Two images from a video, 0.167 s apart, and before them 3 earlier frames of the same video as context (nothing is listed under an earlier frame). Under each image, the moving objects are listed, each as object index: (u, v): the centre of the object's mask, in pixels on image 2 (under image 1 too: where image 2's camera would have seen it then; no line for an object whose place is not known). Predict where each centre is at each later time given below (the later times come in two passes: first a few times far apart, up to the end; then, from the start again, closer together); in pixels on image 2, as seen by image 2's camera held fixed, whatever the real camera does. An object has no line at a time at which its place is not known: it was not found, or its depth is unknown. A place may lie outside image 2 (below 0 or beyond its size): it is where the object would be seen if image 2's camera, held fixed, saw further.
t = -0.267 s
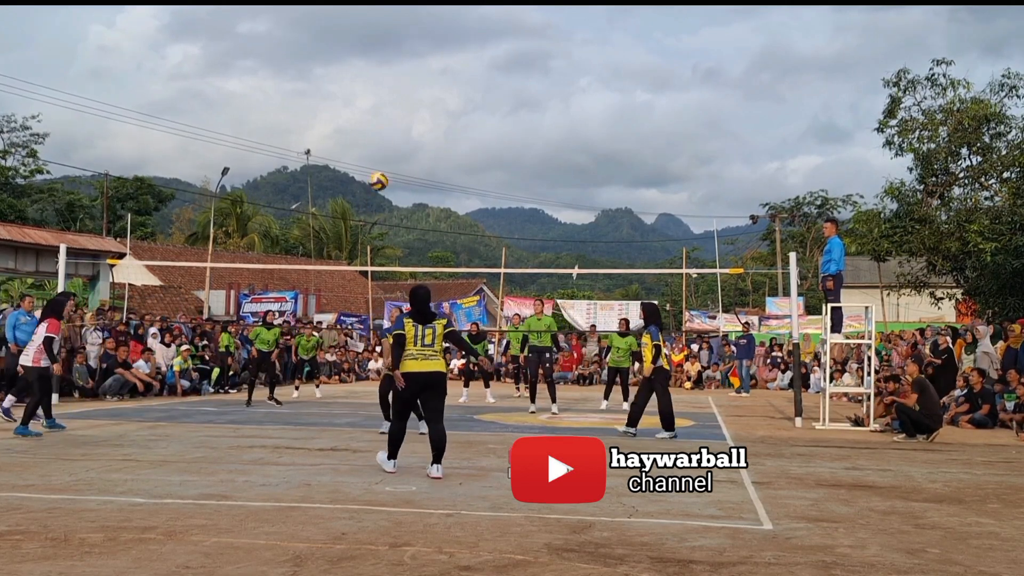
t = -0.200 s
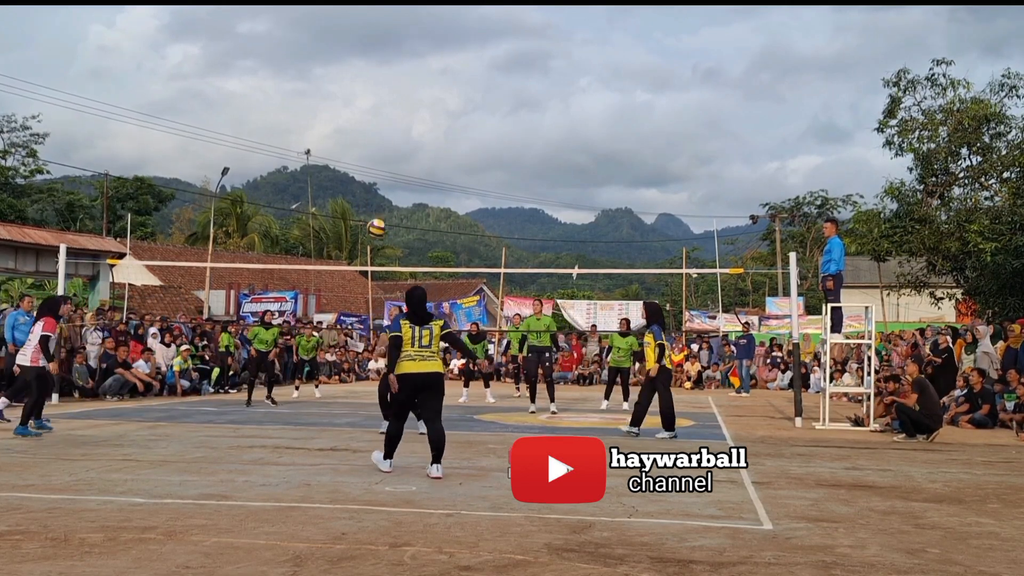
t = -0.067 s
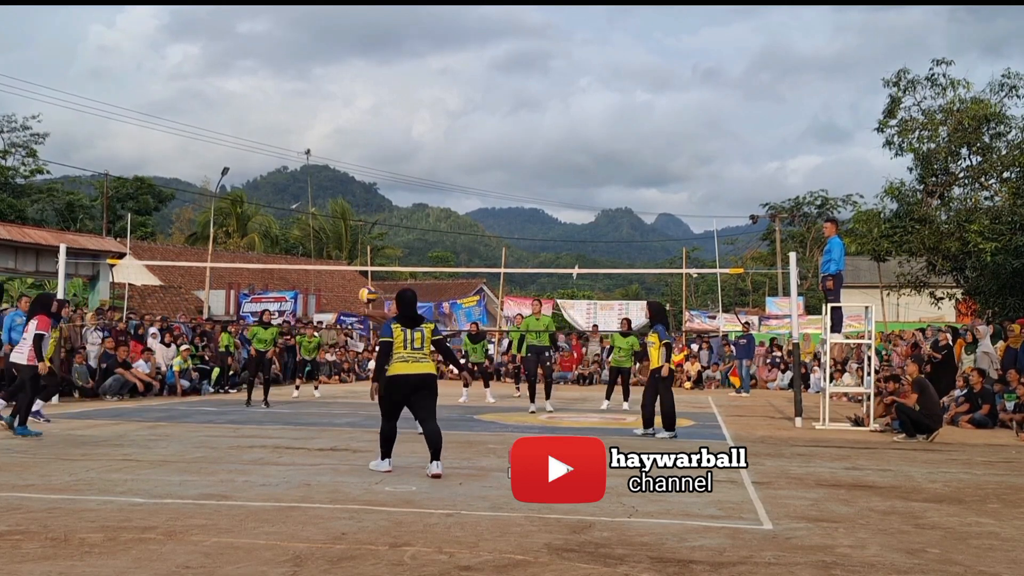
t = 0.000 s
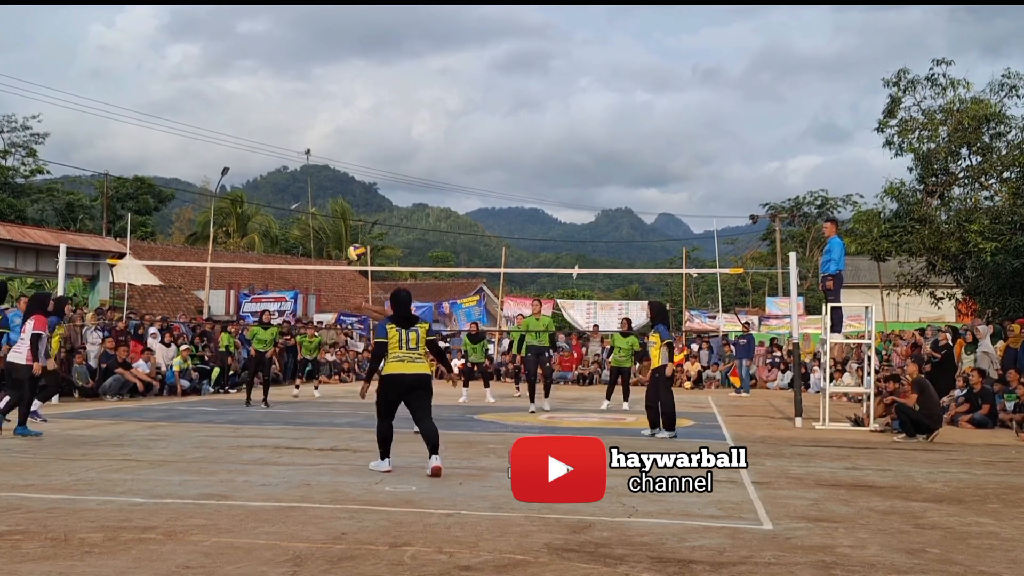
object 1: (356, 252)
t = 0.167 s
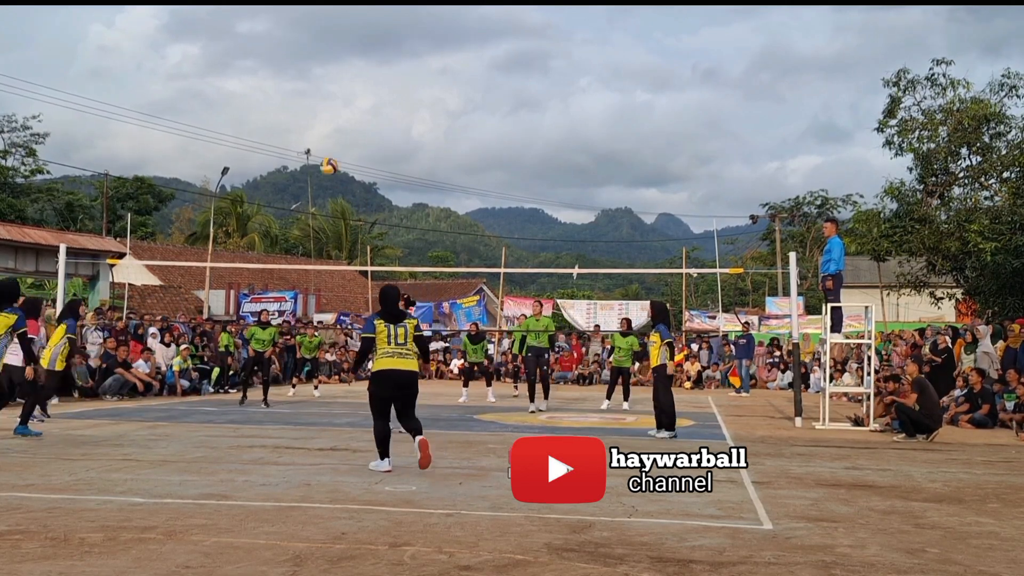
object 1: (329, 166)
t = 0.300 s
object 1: (307, 116)
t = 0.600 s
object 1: (261, 60)
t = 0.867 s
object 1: (221, 71)
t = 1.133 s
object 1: (182, 133)
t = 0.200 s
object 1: (323, 152)
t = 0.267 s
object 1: (312, 127)
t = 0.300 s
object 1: (307, 116)
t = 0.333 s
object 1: (302, 107)
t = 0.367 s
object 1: (297, 98)
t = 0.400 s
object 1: (292, 89)
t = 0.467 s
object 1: (281, 76)
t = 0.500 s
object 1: (276, 71)
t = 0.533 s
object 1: (271, 66)
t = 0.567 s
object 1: (266, 63)
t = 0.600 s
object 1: (261, 60)
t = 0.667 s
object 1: (251, 58)
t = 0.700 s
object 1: (246, 58)
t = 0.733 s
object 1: (241, 58)
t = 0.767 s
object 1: (236, 60)
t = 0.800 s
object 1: (231, 63)
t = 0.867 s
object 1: (221, 71)
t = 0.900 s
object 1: (216, 75)
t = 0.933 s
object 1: (211, 81)
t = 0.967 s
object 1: (206, 88)
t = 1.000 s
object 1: (201, 96)
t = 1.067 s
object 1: (191, 113)
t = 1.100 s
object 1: (187, 123)
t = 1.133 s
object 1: (182, 133)
